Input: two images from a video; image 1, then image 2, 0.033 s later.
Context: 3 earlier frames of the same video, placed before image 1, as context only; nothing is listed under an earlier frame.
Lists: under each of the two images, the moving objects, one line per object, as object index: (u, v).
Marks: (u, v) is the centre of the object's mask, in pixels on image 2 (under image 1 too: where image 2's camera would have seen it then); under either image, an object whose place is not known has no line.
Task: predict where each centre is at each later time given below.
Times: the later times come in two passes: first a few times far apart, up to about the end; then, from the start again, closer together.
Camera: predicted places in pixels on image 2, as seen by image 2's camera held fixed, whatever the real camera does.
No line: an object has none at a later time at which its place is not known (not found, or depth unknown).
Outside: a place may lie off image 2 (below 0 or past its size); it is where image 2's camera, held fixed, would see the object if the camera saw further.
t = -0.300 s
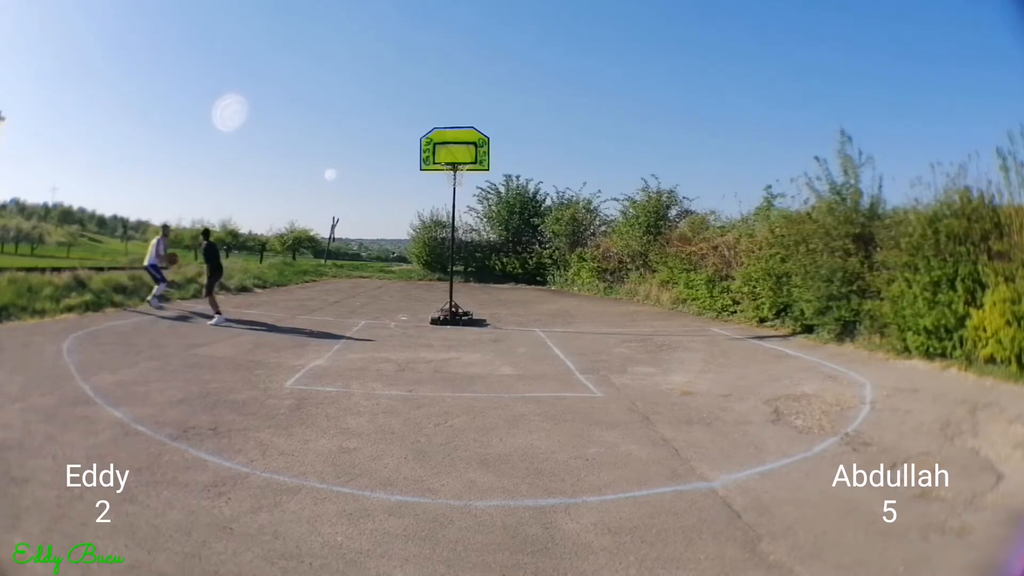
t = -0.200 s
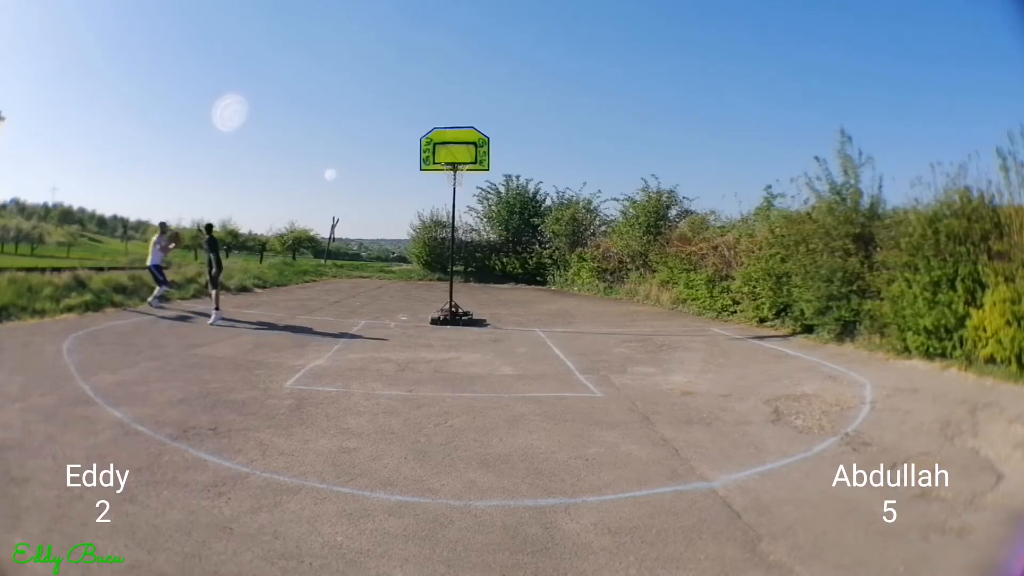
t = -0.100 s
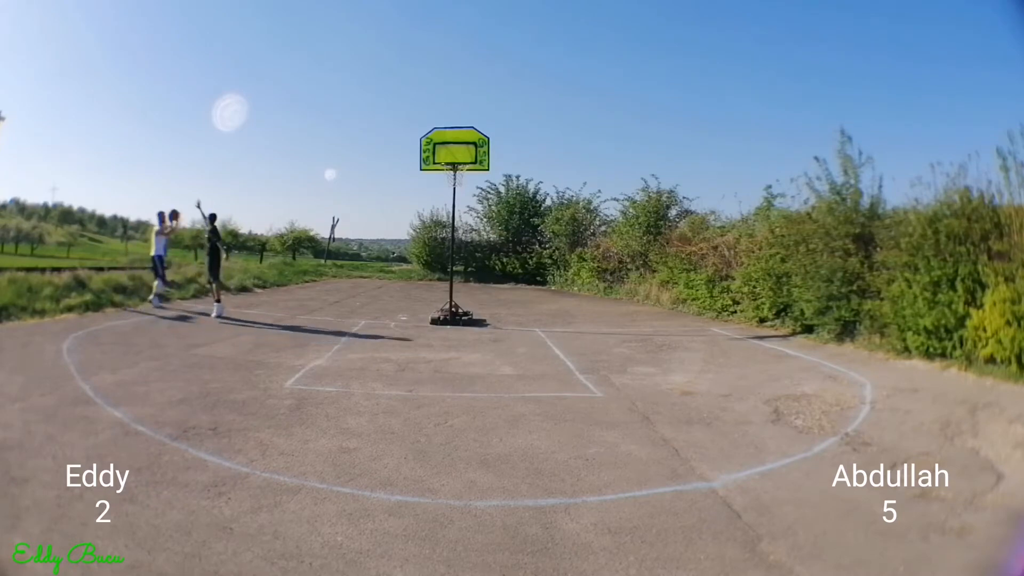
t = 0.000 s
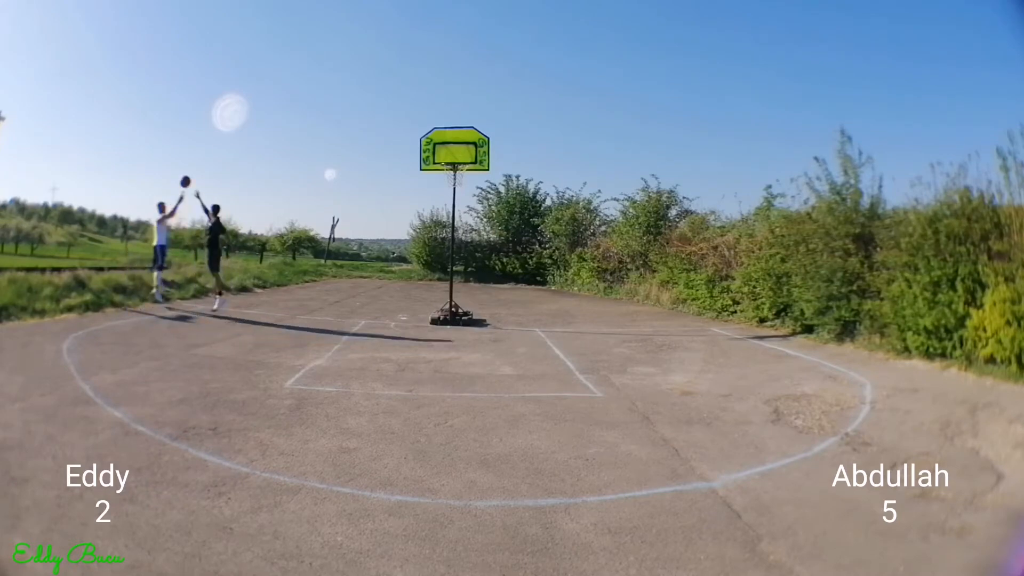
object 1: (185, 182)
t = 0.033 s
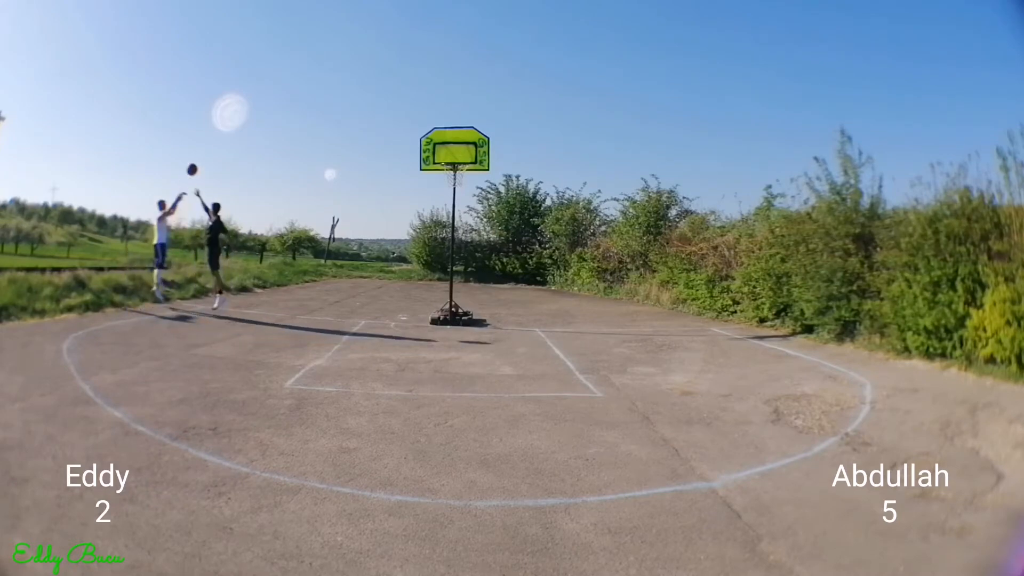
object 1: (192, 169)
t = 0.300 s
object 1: (249, 93)
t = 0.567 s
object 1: (305, 53)
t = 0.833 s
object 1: (360, 50)
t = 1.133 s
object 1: (421, 92)
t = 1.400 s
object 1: (473, 164)
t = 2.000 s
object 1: (565, 302)
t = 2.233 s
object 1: (602, 278)
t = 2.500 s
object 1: (649, 223)
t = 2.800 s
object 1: (700, 214)
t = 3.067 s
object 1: (744, 257)
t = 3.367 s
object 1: (787, 326)
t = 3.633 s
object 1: (821, 260)
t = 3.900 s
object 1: (848, 240)
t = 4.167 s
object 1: (874, 267)
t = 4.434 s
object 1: (876, 288)
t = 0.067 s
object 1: (199, 158)
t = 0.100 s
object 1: (206, 147)
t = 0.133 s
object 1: (213, 137)
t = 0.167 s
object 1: (220, 126)
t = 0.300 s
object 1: (249, 93)
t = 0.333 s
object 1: (255, 86)
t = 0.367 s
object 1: (262, 80)
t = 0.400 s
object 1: (270, 74)
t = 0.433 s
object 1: (277, 69)
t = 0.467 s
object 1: (284, 64)
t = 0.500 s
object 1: (291, 60)
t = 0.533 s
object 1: (298, 56)
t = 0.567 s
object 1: (305, 53)
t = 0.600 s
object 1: (312, 51)
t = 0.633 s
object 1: (319, 49)
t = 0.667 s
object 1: (326, 48)
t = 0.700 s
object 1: (333, 47)
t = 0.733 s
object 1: (339, 47)
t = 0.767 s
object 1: (346, 47)
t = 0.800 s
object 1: (353, 48)
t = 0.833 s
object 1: (360, 50)
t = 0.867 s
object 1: (367, 52)
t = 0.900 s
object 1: (373, 55)
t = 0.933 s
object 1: (380, 58)
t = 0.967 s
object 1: (387, 62)
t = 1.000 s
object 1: (394, 67)
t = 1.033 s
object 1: (401, 72)
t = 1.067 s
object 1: (407, 78)
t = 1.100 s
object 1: (414, 84)
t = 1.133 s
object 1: (421, 92)
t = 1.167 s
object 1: (428, 100)
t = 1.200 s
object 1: (435, 109)
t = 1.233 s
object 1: (442, 118)
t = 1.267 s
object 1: (449, 128)
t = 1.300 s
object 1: (456, 139)
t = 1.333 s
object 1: (463, 150)
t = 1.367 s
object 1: (470, 160)
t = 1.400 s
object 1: (473, 164)
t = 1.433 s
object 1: (477, 165)
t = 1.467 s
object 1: (482, 168)
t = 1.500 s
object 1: (489, 171)
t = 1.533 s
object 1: (493, 175)
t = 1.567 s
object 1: (499, 180)
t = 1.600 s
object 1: (504, 184)
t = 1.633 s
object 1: (509, 191)
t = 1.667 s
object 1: (514, 198)
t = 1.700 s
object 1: (518, 205)
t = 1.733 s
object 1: (523, 212)
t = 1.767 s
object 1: (529, 221)
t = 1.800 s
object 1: (534, 230)
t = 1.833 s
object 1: (540, 241)
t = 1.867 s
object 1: (545, 252)
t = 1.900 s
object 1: (549, 264)
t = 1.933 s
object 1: (553, 276)
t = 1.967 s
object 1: (559, 289)
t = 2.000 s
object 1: (565, 302)
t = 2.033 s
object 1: (570, 317)
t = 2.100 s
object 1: (580, 321)
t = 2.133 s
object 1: (586, 309)
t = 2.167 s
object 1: (591, 298)
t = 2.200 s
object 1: (597, 288)
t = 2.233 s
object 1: (602, 278)
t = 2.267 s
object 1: (607, 269)
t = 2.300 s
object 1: (614, 260)
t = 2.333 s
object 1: (619, 254)
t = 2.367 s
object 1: (626, 244)
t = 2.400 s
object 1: (631, 238)
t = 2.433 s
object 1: (637, 233)
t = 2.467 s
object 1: (642, 228)
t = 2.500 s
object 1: (649, 223)
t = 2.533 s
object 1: (654, 220)
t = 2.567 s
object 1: (659, 216)
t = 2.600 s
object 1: (666, 213)
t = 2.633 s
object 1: (671, 212)
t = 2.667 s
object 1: (676, 211)
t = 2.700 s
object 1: (683, 210)
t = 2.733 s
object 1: (688, 211)
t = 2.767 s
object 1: (694, 212)
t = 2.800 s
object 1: (700, 214)
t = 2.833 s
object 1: (706, 217)
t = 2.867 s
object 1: (711, 220)
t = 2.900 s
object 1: (717, 224)
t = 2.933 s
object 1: (722, 230)
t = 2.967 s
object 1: (727, 235)
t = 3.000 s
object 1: (733, 241)
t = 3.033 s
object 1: (738, 248)
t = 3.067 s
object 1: (744, 257)
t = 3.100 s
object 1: (749, 265)
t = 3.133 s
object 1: (754, 275)
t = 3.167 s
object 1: (760, 285)
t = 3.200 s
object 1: (764, 296)
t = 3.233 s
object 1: (769, 308)
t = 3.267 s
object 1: (774, 320)
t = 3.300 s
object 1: (778, 334)
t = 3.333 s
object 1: (783, 337)
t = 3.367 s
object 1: (787, 326)
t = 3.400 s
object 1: (792, 316)
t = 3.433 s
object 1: (797, 306)
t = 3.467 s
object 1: (801, 297)
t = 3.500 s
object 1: (805, 287)
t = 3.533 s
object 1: (809, 280)
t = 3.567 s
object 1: (813, 272)
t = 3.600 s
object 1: (817, 266)
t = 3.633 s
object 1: (821, 260)
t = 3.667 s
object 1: (825, 256)
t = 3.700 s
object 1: (828, 252)
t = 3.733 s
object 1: (831, 247)
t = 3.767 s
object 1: (835, 244)
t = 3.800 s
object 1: (838, 242)
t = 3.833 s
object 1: (842, 241)
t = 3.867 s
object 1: (845, 240)
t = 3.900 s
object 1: (848, 240)
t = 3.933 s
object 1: (852, 241)
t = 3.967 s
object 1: (854, 243)
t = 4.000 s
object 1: (857, 245)
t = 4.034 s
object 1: (861, 248)
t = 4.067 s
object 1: (864, 252)
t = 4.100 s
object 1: (868, 256)
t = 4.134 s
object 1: (871, 262)
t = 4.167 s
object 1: (874, 267)
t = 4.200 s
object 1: (877, 272)
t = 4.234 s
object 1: (877, 276)
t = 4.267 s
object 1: (880, 280)
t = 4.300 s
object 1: (881, 281)
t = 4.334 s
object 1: (880, 283)
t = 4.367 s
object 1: (879, 285)
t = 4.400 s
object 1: (878, 285)
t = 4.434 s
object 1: (876, 288)
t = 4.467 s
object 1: (875, 292)
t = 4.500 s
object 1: (874, 296)
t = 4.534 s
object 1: (873, 299)
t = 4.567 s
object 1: (872, 303)
